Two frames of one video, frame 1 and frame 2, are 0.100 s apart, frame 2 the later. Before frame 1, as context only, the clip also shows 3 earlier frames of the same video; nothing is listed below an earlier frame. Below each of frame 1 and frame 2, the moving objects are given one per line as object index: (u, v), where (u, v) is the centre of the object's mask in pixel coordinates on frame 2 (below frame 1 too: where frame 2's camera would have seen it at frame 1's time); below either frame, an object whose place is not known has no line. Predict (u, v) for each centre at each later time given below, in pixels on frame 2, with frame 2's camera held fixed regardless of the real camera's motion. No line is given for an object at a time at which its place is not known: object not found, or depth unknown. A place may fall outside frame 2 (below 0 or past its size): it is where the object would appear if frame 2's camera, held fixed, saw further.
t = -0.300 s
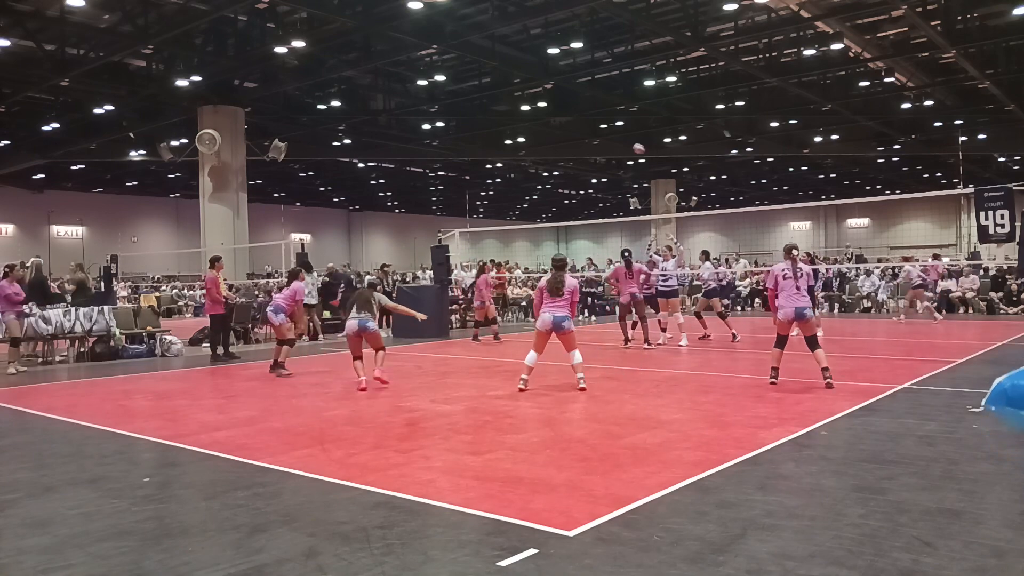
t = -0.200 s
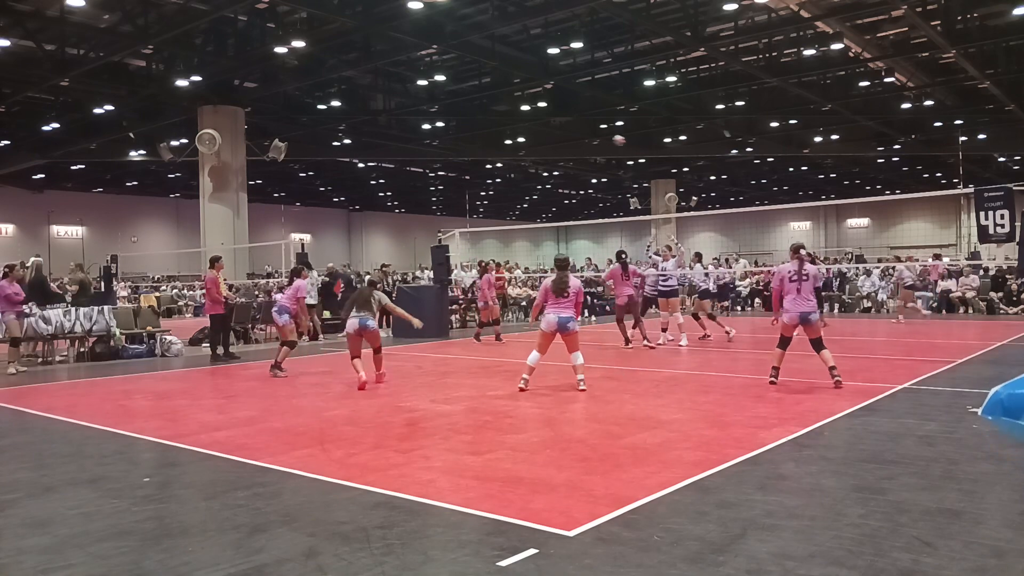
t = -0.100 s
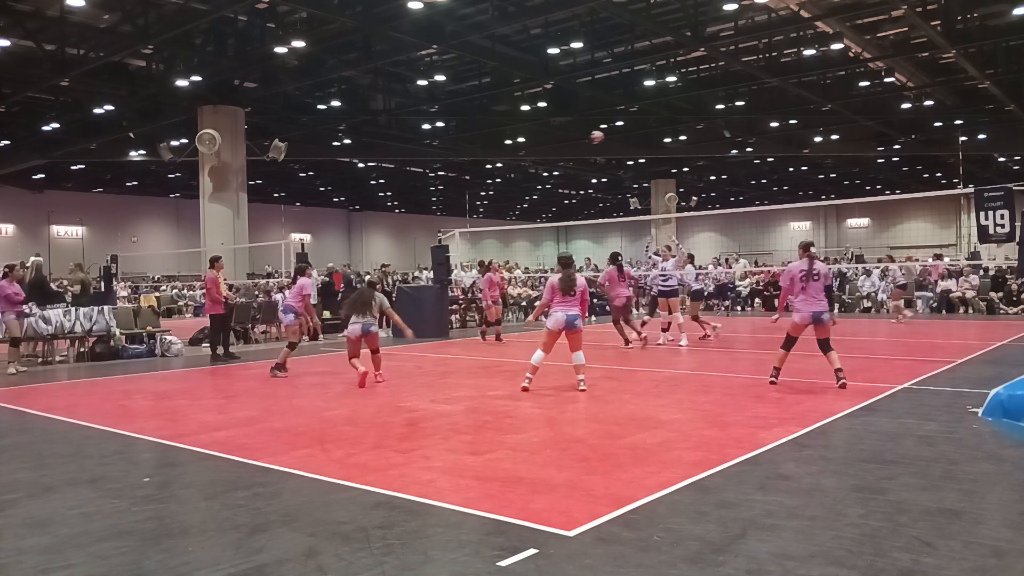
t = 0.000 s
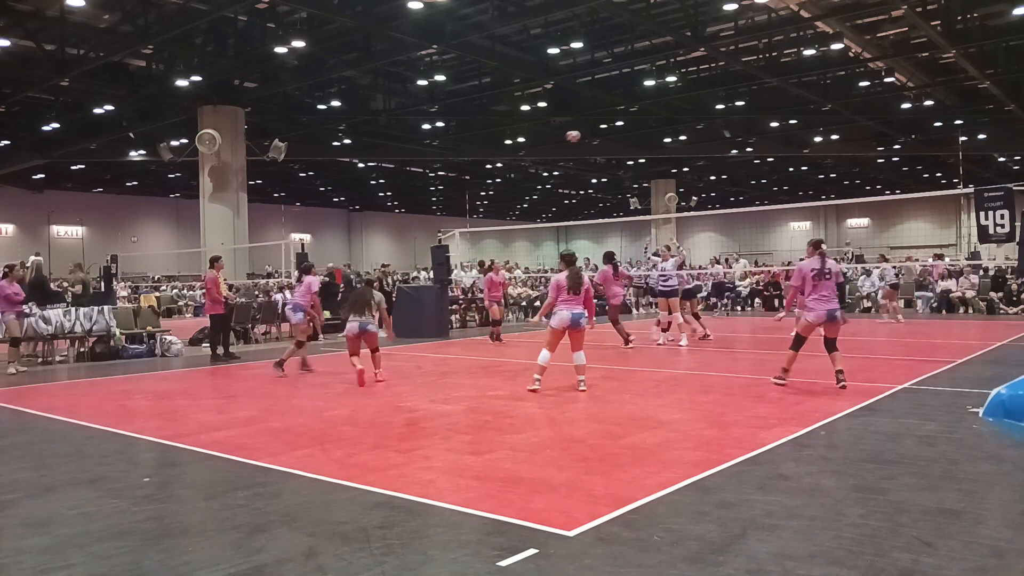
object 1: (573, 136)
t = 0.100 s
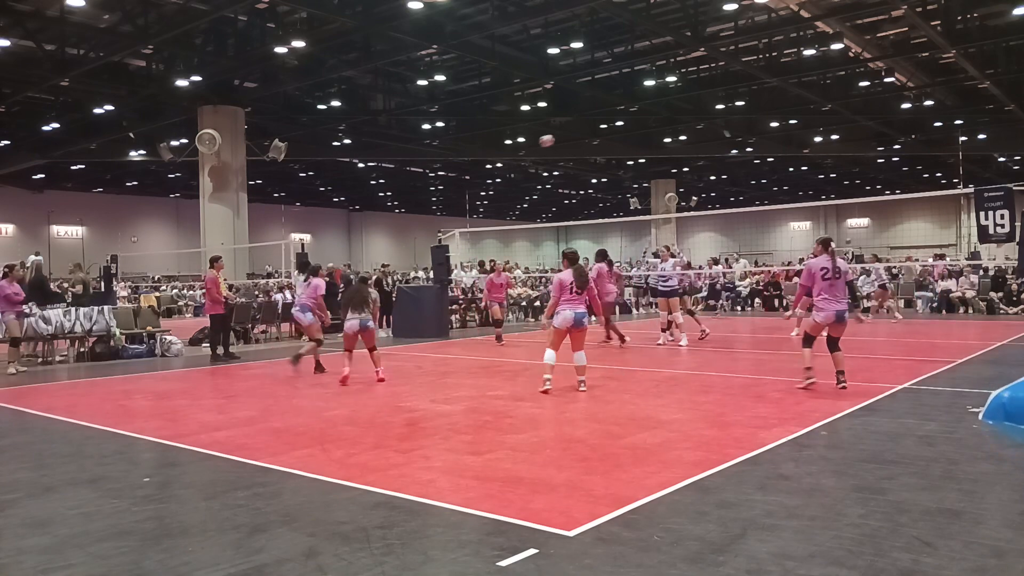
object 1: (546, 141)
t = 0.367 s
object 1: (465, 184)
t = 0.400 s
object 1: (453, 194)
